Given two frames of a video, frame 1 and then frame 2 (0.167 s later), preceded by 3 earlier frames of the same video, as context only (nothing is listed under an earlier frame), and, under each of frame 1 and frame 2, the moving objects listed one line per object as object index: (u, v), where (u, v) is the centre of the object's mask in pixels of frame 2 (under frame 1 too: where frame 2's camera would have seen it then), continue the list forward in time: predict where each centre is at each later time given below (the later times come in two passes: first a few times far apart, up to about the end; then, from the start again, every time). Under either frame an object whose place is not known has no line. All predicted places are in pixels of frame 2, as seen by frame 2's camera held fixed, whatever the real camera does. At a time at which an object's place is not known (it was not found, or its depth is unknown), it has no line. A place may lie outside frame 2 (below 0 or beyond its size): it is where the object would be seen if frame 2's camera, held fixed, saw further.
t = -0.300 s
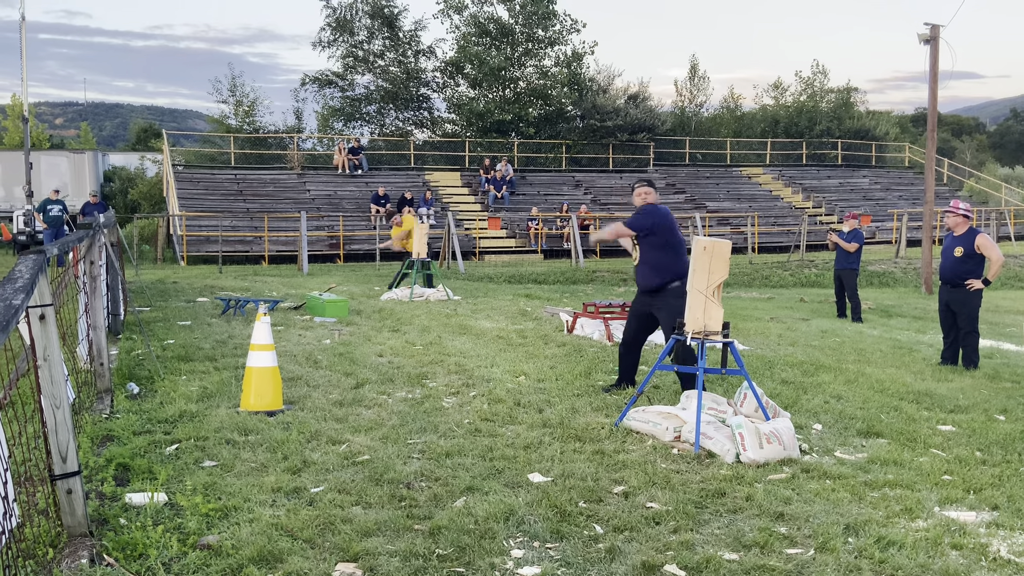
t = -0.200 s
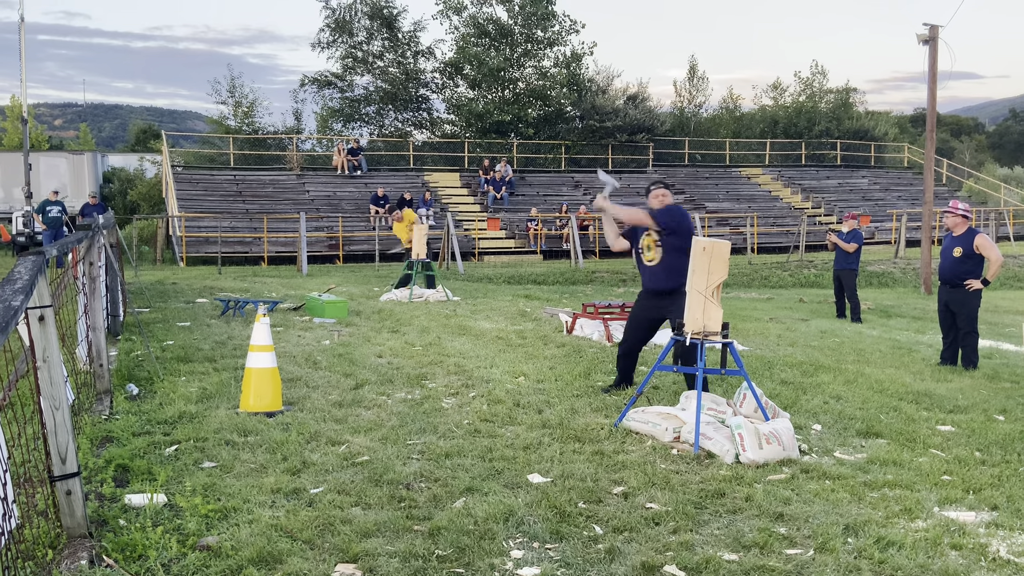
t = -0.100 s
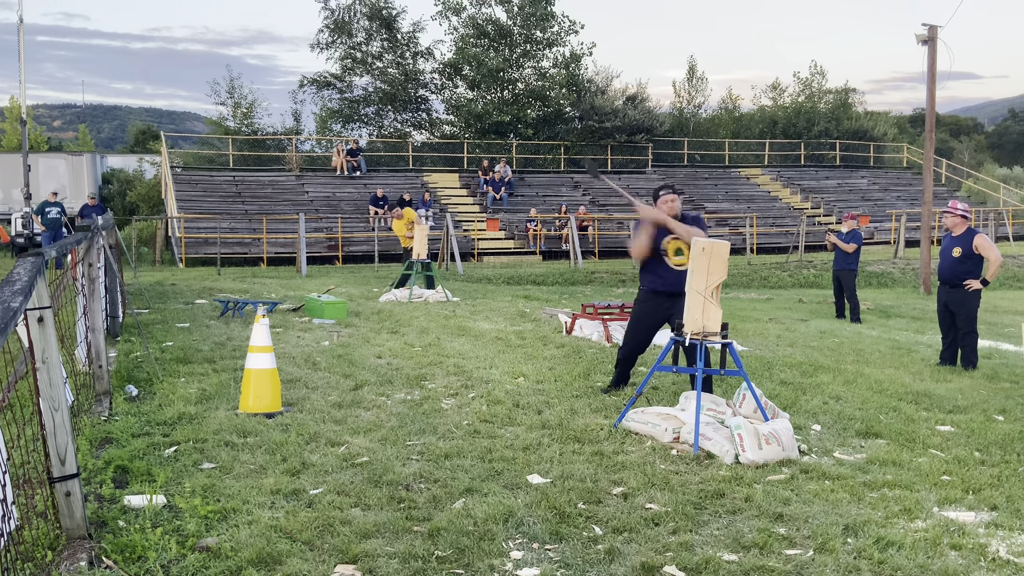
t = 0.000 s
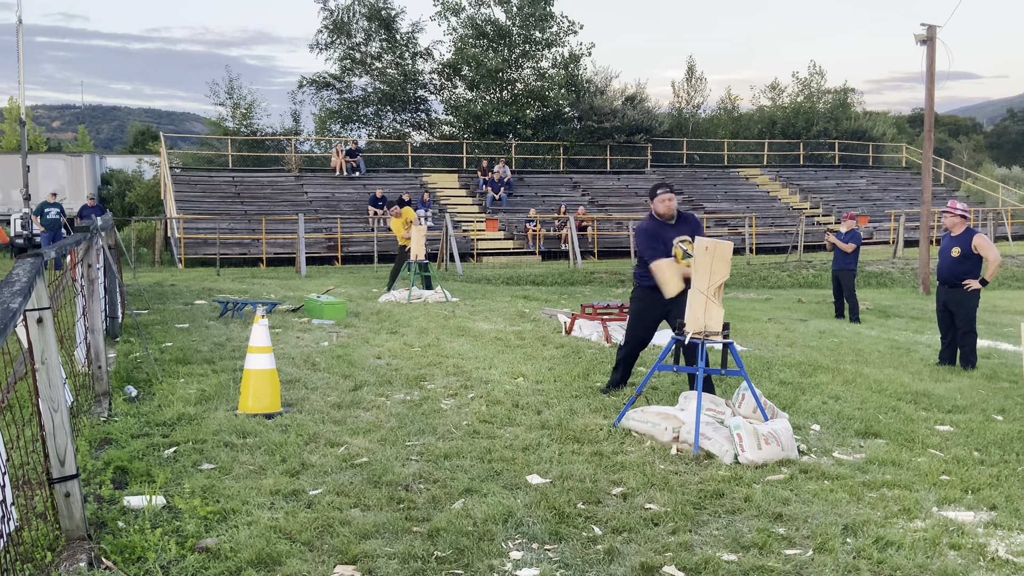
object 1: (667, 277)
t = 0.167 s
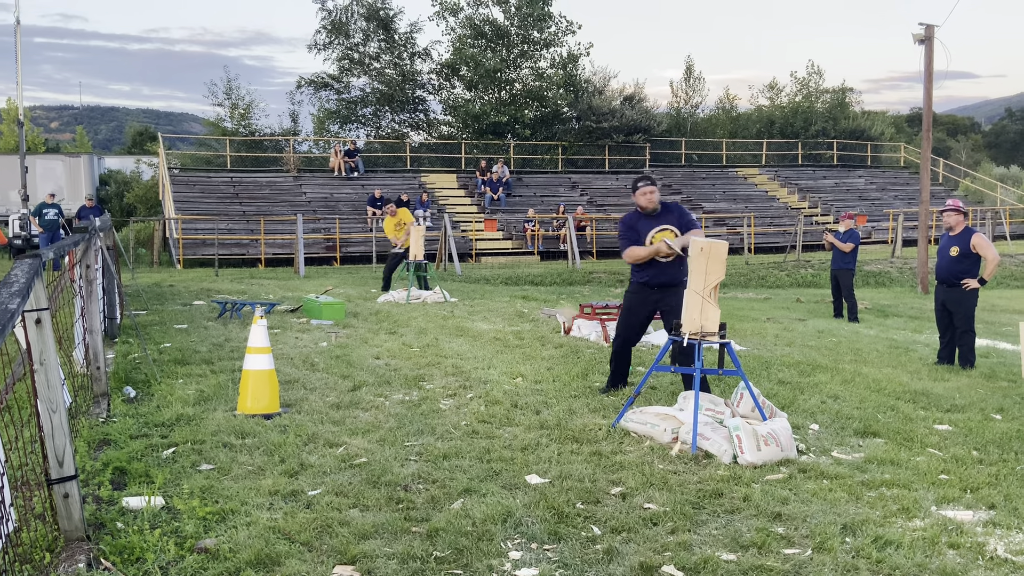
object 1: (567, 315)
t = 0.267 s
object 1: (511, 359)
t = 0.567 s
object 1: (414, 369)
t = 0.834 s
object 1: (348, 403)
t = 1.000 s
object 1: (317, 410)
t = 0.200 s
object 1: (545, 328)
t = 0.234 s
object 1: (529, 344)
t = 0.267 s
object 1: (511, 359)
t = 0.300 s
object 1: (493, 374)
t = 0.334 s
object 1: (472, 394)
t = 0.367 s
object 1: (458, 400)
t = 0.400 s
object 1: (449, 394)
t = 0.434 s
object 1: (441, 387)
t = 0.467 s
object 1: (435, 382)
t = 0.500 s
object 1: (429, 377)
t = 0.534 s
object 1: (422, 373)
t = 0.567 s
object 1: (414, 369)
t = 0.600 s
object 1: (407, 369)
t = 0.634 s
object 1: (398, 371)
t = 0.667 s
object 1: (390, 374)
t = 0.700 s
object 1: (382, 379)
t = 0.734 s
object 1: (373, 387)
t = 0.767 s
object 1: (364, 395)
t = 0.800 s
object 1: (355, 405)
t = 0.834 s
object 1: (348, 403)
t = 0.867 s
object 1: (341, 402)
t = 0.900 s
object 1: (336, 403)
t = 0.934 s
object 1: (329, 405)
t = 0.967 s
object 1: (323, 407)
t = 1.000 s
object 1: (317, 410)
